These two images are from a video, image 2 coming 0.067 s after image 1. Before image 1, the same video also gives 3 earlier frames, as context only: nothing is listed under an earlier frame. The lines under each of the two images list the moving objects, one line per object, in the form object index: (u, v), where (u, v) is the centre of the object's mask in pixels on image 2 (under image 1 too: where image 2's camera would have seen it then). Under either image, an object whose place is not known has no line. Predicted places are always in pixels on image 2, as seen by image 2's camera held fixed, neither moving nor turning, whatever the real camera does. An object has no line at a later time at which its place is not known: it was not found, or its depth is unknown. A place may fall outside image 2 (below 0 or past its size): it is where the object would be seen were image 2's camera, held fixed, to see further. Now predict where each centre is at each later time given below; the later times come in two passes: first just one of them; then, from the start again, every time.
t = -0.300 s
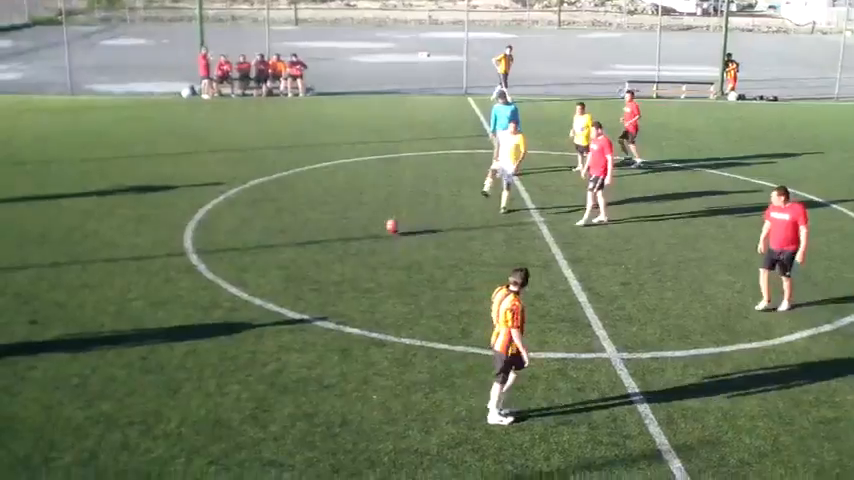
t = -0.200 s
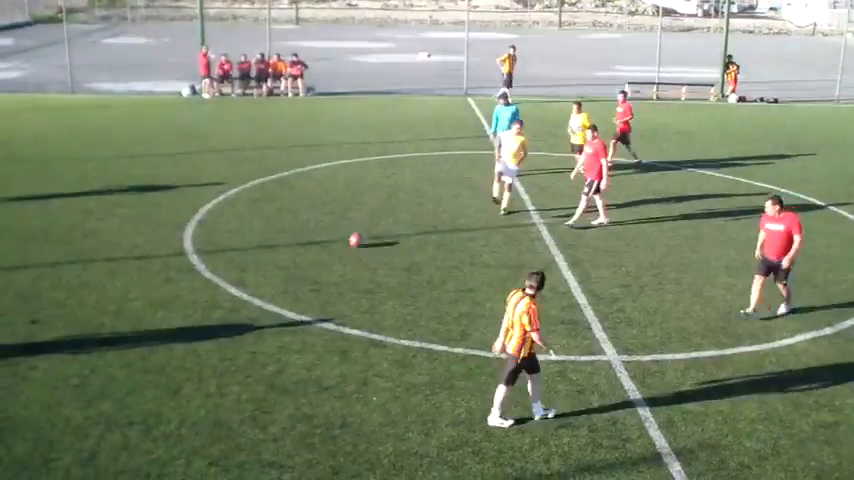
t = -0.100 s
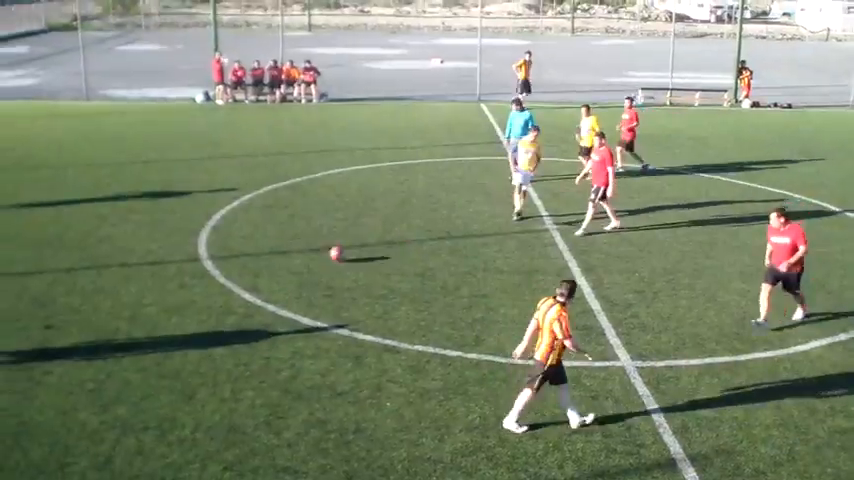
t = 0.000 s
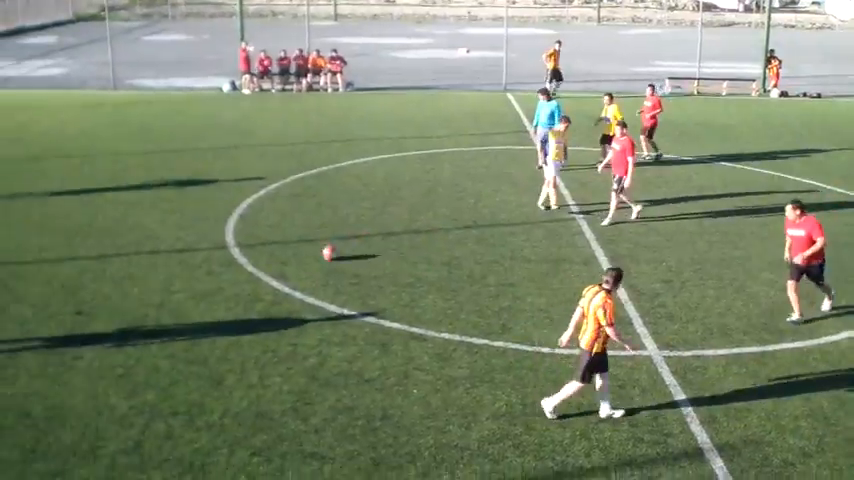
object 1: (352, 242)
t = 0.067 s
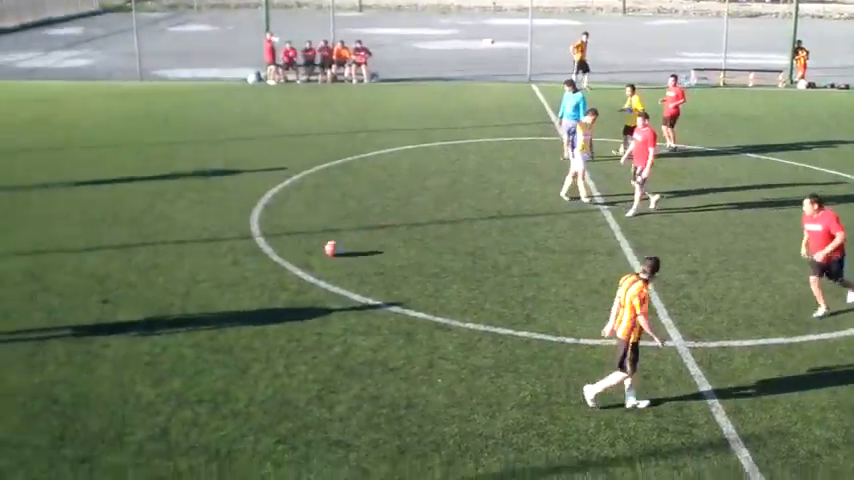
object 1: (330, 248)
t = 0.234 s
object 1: (275, 262)
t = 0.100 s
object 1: (319, 250)
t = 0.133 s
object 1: (308, 252)
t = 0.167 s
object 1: (298, 256)
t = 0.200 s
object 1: (287, 260)
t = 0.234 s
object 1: (275, 262)
